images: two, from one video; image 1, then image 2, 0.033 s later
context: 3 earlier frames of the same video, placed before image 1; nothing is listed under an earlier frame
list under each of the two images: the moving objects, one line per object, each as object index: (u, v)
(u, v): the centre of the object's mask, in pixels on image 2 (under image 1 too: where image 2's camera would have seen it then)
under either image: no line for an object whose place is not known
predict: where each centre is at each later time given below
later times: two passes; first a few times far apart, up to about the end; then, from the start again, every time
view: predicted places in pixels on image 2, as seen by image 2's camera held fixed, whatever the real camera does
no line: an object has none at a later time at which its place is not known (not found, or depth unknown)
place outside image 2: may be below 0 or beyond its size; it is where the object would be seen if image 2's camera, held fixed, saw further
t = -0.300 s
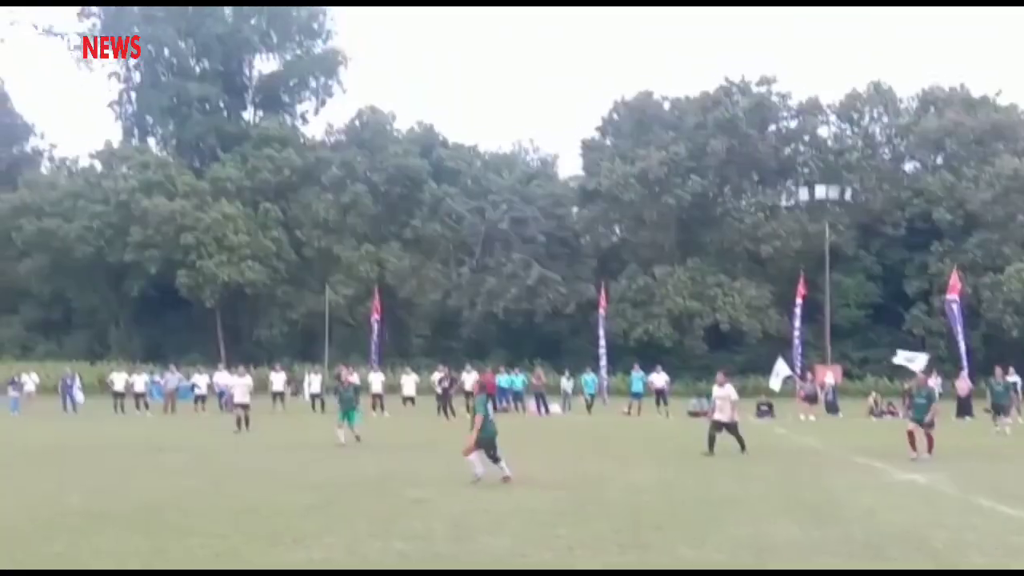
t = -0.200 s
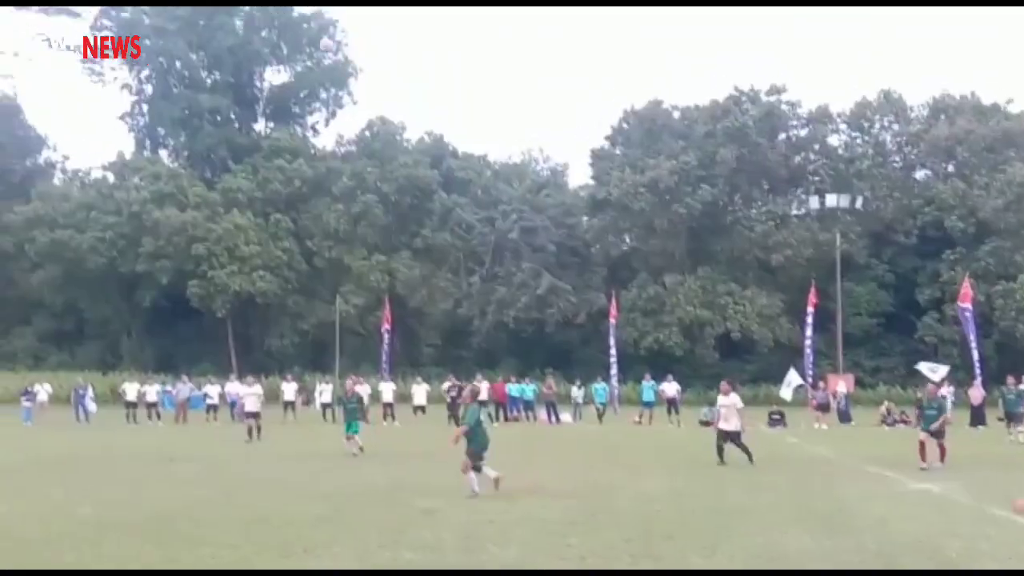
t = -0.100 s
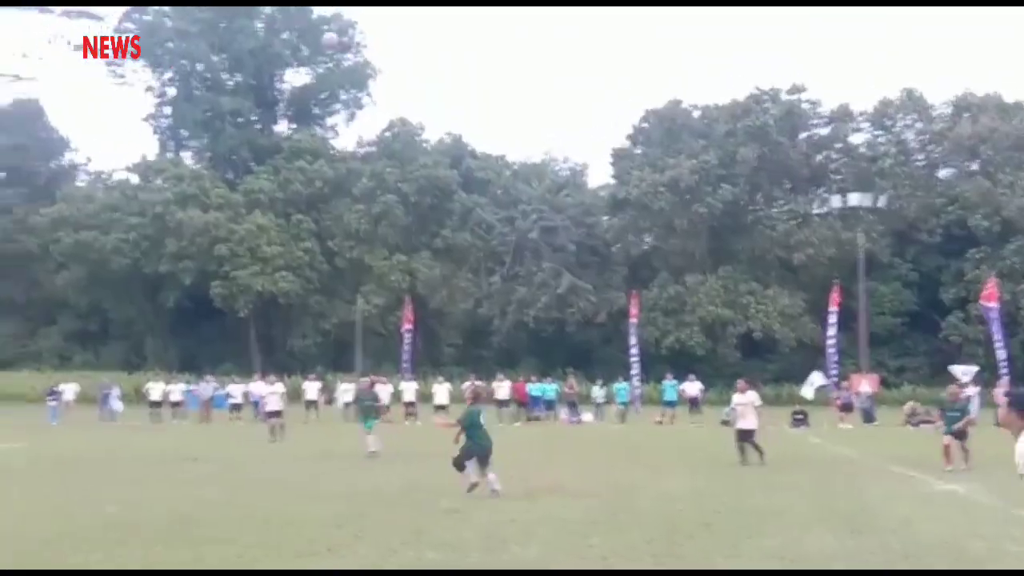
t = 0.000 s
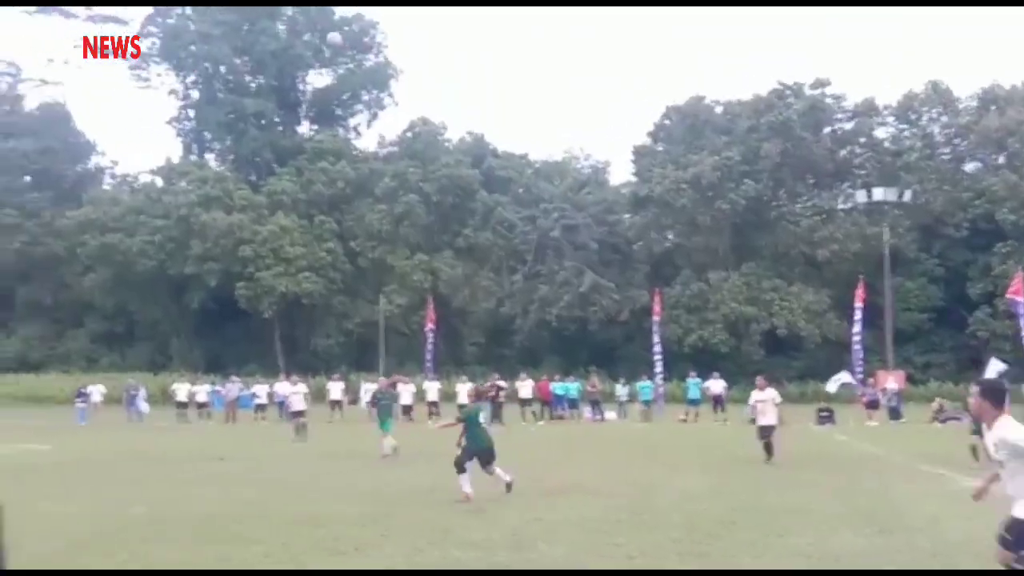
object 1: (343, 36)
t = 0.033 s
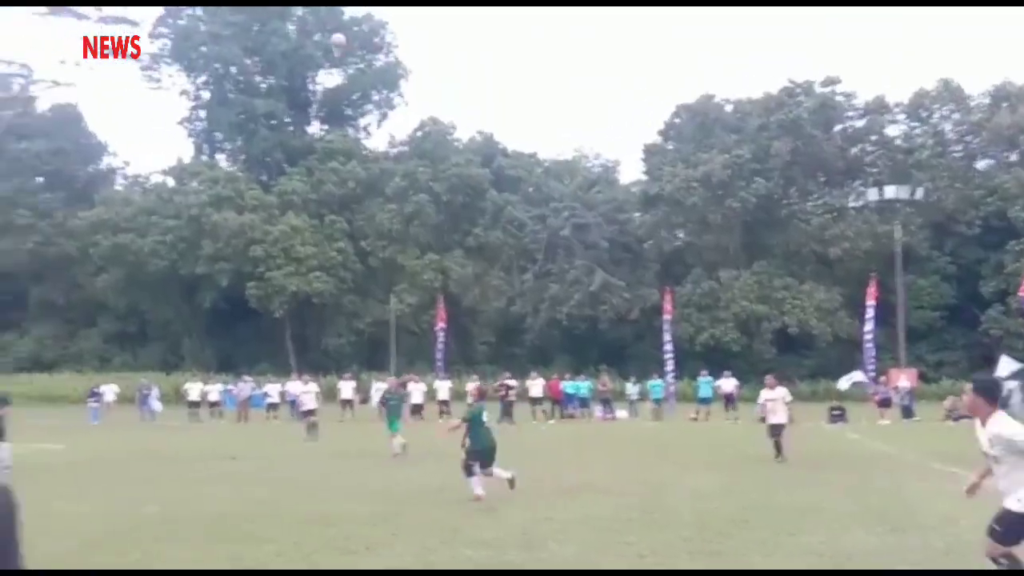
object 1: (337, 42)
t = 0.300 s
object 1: (289, 79)
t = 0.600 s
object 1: (227, 198)
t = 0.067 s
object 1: (332, 41)
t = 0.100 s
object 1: (327, 44)
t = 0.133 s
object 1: (320, 46)
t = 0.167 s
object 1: (315, 52)
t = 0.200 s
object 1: (308, 57)
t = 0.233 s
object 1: (301, 65)
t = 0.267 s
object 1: (295, 72)
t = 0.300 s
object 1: (289, 79)
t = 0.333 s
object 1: (282, 89)
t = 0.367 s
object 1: (276, 99)
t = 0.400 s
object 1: (268, 110)
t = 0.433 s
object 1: (262, 122)
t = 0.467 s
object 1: (255, 134)
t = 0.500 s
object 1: (248, 148)
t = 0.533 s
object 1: (242, 164)
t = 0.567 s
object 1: (234, 179)
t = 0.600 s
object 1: (227, 198)
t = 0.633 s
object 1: (220, 217)
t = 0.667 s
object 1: (212, 238)
